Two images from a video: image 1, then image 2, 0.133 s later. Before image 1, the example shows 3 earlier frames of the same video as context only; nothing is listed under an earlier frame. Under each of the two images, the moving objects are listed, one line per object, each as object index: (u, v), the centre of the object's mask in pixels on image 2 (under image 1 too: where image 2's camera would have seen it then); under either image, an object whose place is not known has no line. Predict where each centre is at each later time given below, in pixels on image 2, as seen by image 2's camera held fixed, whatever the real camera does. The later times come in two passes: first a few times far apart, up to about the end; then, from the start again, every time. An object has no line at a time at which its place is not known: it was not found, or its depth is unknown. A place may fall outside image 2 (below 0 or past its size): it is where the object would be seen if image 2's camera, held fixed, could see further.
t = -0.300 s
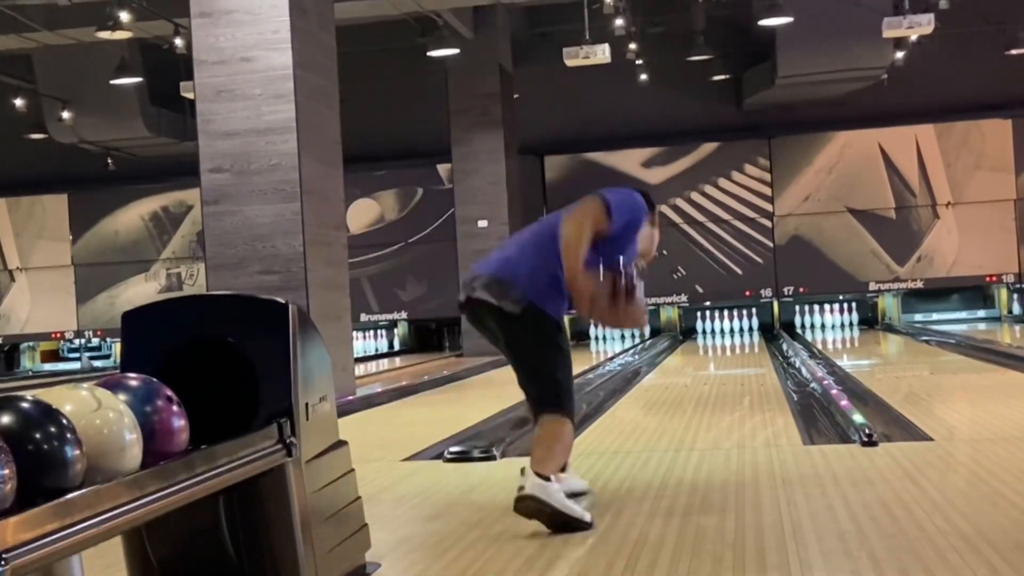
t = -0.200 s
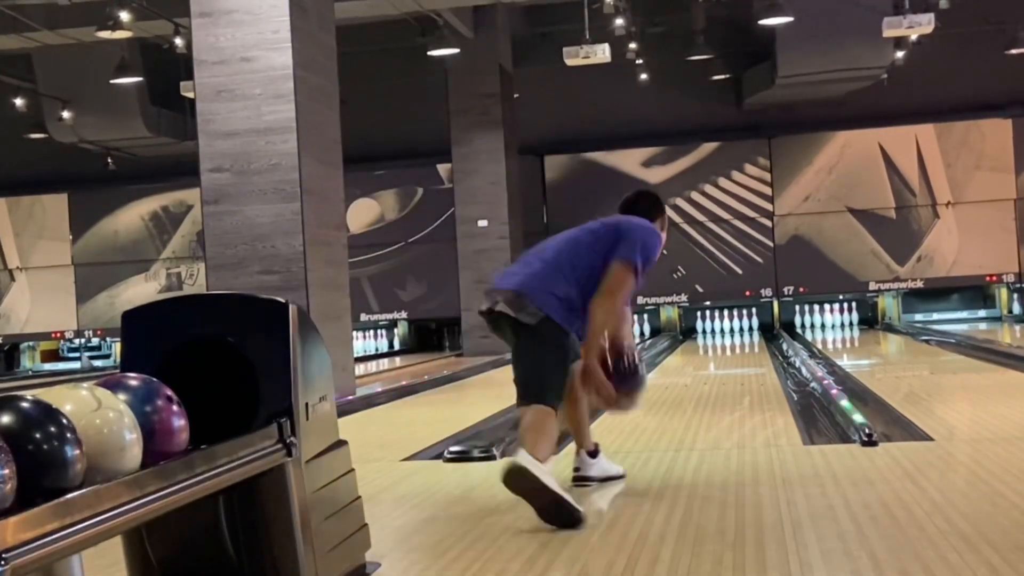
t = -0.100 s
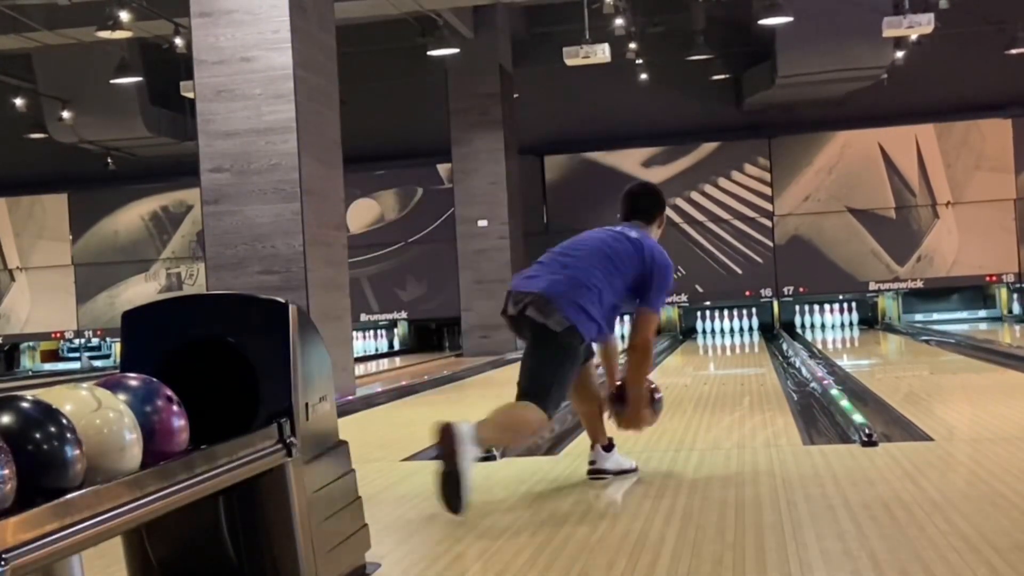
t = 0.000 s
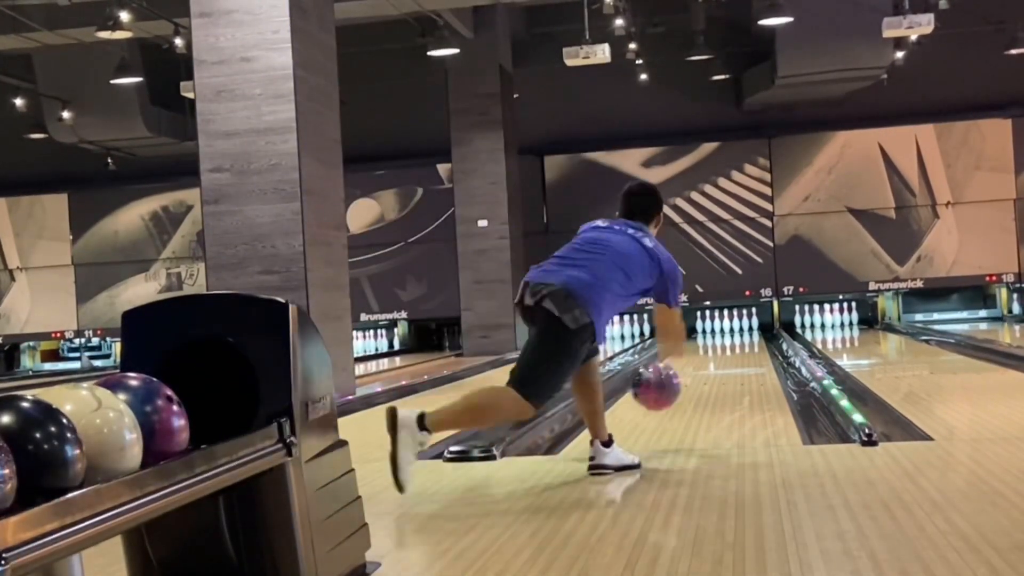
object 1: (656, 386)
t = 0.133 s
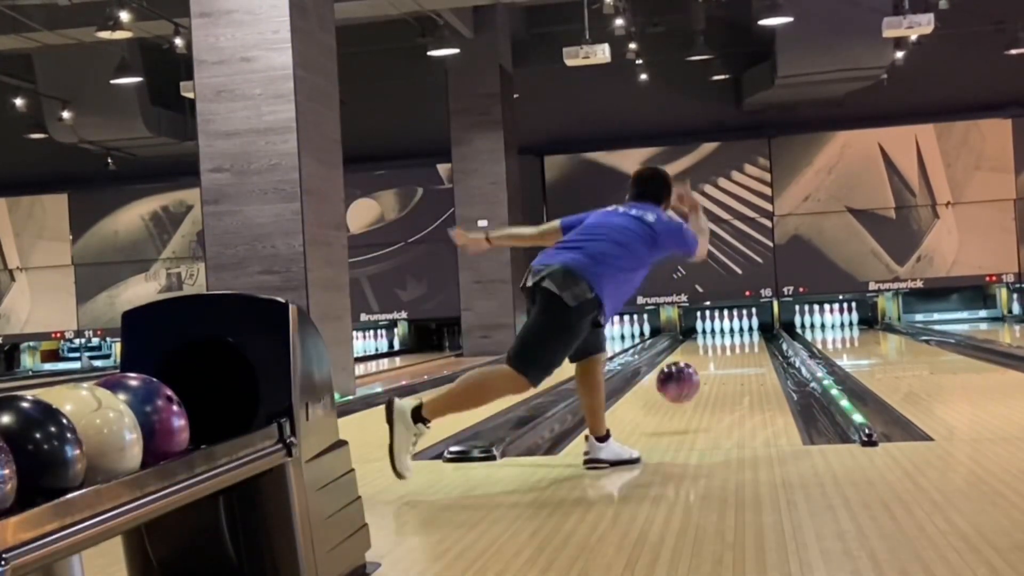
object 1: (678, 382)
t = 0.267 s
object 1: (696, 392)
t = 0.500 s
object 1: (716, 377)
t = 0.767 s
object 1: (732, 363)
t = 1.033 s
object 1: (743, 353)
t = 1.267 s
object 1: (749, 345)
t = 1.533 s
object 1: (753, 339)
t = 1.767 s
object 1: (755, 336)
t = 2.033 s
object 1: (753, 331)
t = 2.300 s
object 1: (747, 329)
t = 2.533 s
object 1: (738, 327)
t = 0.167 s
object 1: (683, 387)
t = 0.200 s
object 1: (688, 393)
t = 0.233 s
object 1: (693, 397)
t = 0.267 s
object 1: (696, 392)
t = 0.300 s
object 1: (700, 388)
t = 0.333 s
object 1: (703, 388)
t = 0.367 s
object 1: (706, 387)
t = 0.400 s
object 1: (709, 384)
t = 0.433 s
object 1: (712, 381)
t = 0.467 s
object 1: (714, 379)
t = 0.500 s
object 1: (716, 377)
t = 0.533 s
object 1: (719, 375)
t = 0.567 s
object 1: (721, 373)
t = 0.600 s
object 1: (723, 371)
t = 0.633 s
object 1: (725, 369)
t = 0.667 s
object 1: (727, 368)
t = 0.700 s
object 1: (729, 366)
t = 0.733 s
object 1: (731, 364)
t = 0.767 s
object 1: (732, 363)
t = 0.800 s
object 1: (734, 361)
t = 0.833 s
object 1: (735, 360)
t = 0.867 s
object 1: (737, 359)
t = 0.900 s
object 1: (738, 357)
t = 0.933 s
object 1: (739, 356)
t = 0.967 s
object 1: (740, 355)
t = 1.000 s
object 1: (742, 354)
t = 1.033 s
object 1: (743, 353)
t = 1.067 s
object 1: (744, 352)
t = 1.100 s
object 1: (745, 351)
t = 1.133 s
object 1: (746, 350)
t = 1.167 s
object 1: (746, 349)
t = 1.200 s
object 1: (747, 348)
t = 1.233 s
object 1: (748, 346)
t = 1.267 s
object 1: (749, 345)
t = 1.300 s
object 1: (750, 344)
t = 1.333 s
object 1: (751, 344)
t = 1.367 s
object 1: (752, 342)
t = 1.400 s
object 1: (752, 341)
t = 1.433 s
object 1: (752, 341)
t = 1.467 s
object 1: (752, 340)
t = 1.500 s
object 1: (753, 340)
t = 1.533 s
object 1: (753, 339)
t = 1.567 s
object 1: (753, 338)
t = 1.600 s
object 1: (753, 338)
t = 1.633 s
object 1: (754, 337)
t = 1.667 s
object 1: (754, 337)
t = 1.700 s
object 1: (754, 336)
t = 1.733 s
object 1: (754, 336)
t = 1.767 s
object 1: (755, 336)
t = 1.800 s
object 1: (755, 335)
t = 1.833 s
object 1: (755, 334)
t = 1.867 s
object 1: (755, 334)
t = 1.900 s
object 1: (754, 333)
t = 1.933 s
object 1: (754, 332)
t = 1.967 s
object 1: (754, 332)
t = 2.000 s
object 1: (753, 331)
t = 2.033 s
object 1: (753, 331)
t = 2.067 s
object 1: (752, 331)
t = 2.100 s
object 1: (752, 331)
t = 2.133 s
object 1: (751, 330)
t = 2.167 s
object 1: (750, 329)
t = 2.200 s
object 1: (749, 329)
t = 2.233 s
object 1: (748, 329)
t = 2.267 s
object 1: (748, 329)
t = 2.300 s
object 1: (747, 329)
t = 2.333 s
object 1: (746, 328)
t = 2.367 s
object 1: (745, 328)
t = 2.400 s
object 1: (743, 328)
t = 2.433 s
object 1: (742, 328)
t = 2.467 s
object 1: (740, 328)
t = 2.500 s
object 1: (739, 327)
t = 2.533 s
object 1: (738, 327)
